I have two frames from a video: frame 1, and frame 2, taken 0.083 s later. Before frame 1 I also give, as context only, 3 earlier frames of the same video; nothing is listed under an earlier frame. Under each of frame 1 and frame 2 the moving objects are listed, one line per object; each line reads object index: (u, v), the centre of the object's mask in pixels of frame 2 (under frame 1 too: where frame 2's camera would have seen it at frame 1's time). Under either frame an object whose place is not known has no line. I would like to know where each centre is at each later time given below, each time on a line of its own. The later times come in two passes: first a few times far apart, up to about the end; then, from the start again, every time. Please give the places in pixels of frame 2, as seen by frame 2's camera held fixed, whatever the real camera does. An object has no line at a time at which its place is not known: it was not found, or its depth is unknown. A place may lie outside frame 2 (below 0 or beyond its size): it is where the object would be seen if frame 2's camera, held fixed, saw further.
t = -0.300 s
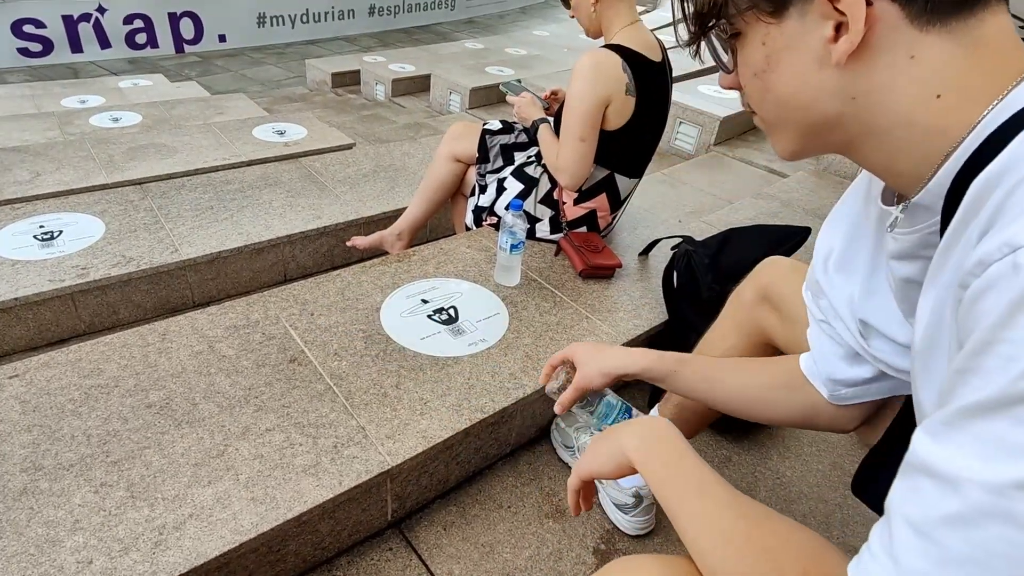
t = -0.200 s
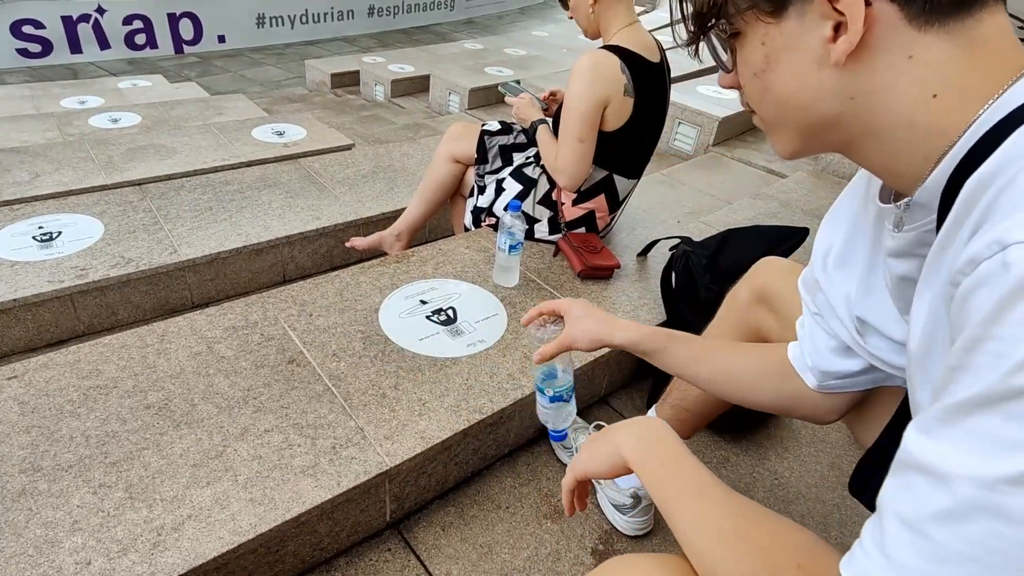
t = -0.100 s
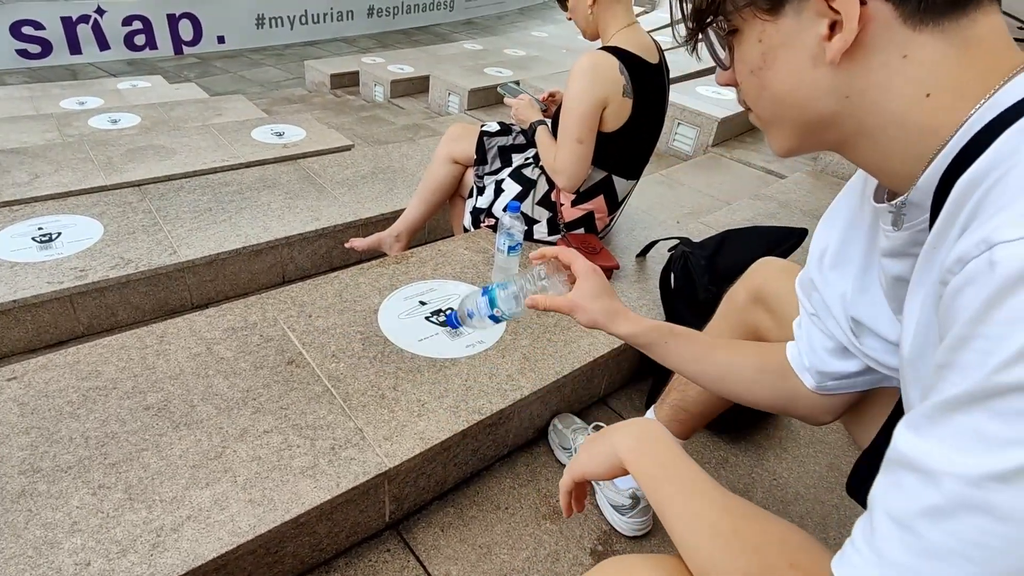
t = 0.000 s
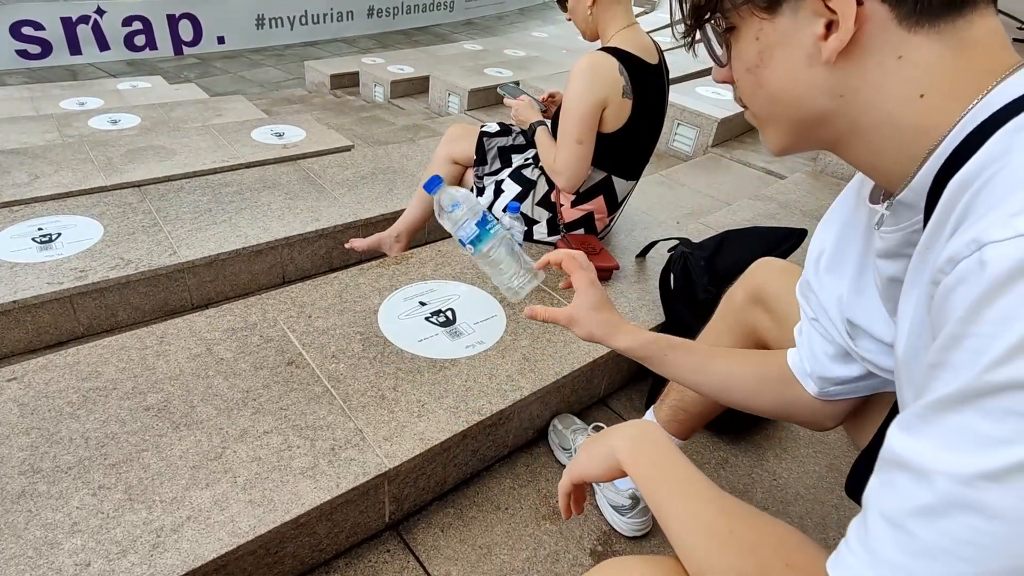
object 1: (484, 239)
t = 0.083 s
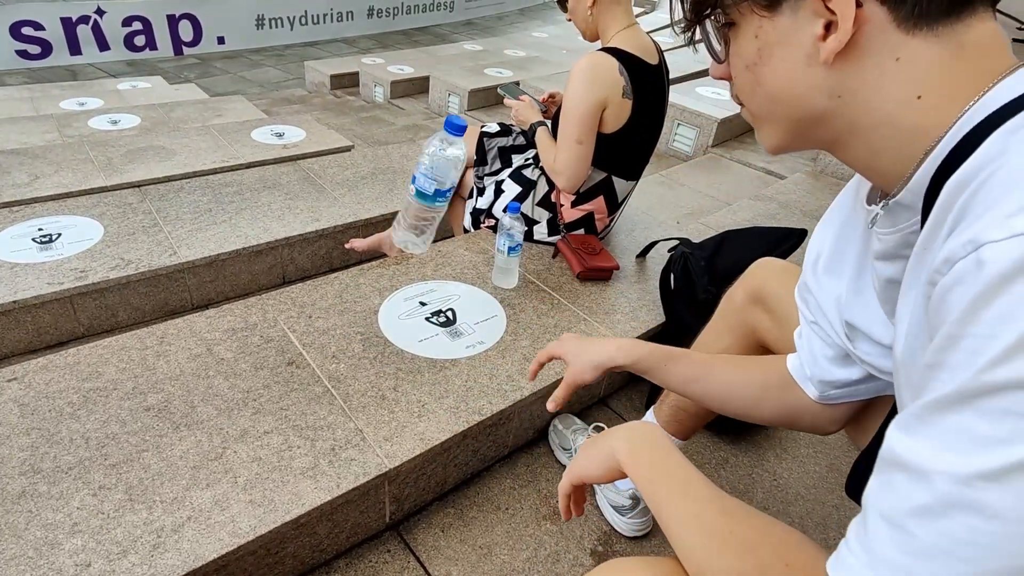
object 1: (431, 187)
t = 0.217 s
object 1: (388, 139)
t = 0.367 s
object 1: (387, 251)
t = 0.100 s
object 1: (423, 175)
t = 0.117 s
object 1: (416, 163)
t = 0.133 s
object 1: (407, 156)
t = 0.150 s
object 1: (403, 149)
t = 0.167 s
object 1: (398, 143)
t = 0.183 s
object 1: (394, 139)
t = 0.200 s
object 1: (391, 138)
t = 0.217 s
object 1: (388, 139)
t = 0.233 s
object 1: (388, 144)
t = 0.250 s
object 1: (387, 150)
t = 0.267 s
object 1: (387, 159)
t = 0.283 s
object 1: (387, 171)
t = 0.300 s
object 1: (387, 185)
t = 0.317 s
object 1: (387, 199)
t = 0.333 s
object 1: (387, 215)
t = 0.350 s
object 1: (387, 233)
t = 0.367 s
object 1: (387, 251)
